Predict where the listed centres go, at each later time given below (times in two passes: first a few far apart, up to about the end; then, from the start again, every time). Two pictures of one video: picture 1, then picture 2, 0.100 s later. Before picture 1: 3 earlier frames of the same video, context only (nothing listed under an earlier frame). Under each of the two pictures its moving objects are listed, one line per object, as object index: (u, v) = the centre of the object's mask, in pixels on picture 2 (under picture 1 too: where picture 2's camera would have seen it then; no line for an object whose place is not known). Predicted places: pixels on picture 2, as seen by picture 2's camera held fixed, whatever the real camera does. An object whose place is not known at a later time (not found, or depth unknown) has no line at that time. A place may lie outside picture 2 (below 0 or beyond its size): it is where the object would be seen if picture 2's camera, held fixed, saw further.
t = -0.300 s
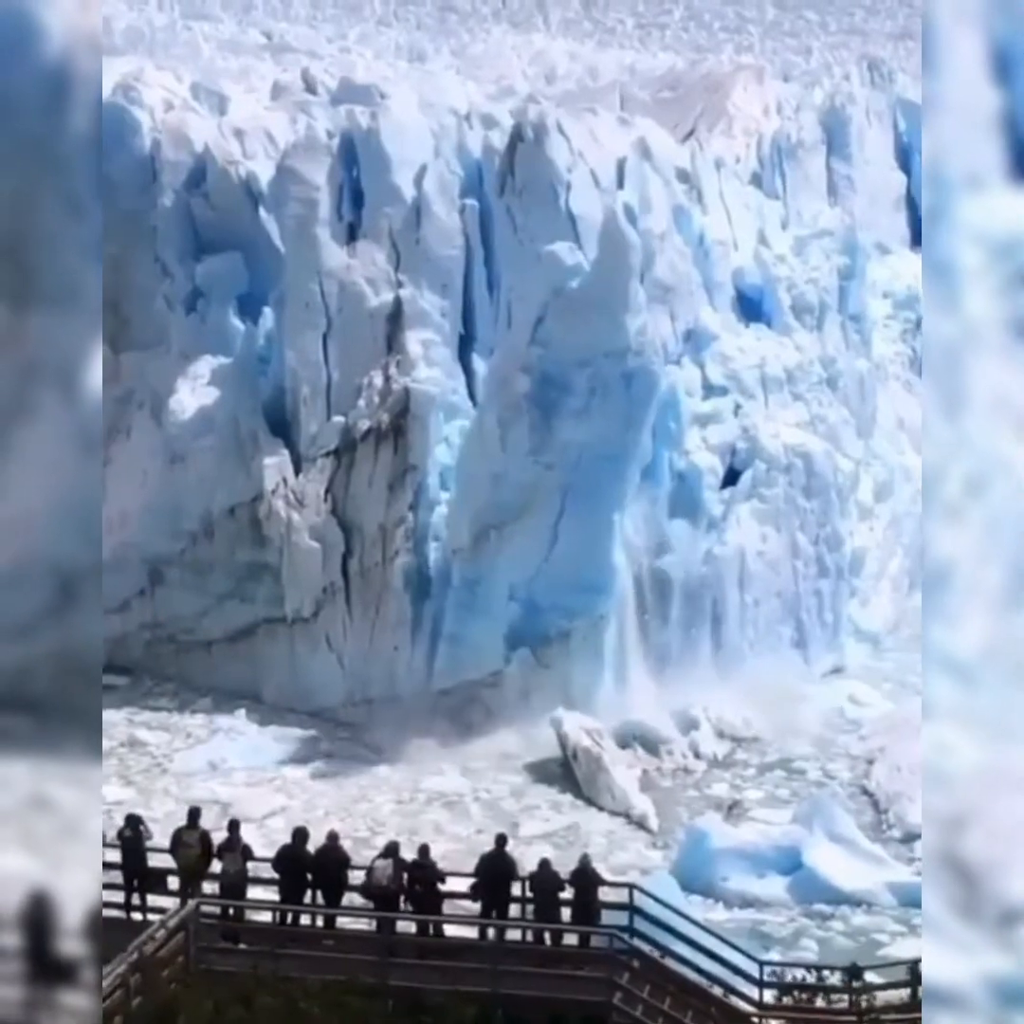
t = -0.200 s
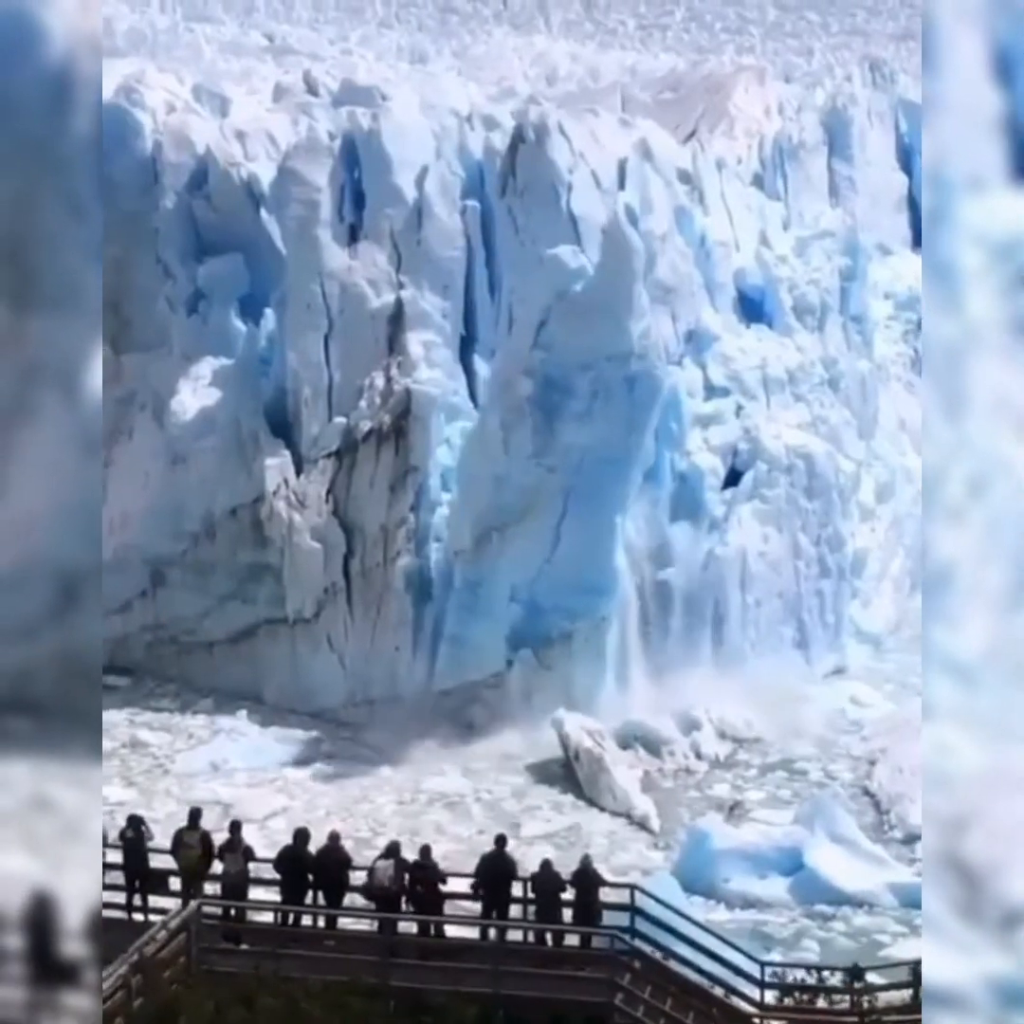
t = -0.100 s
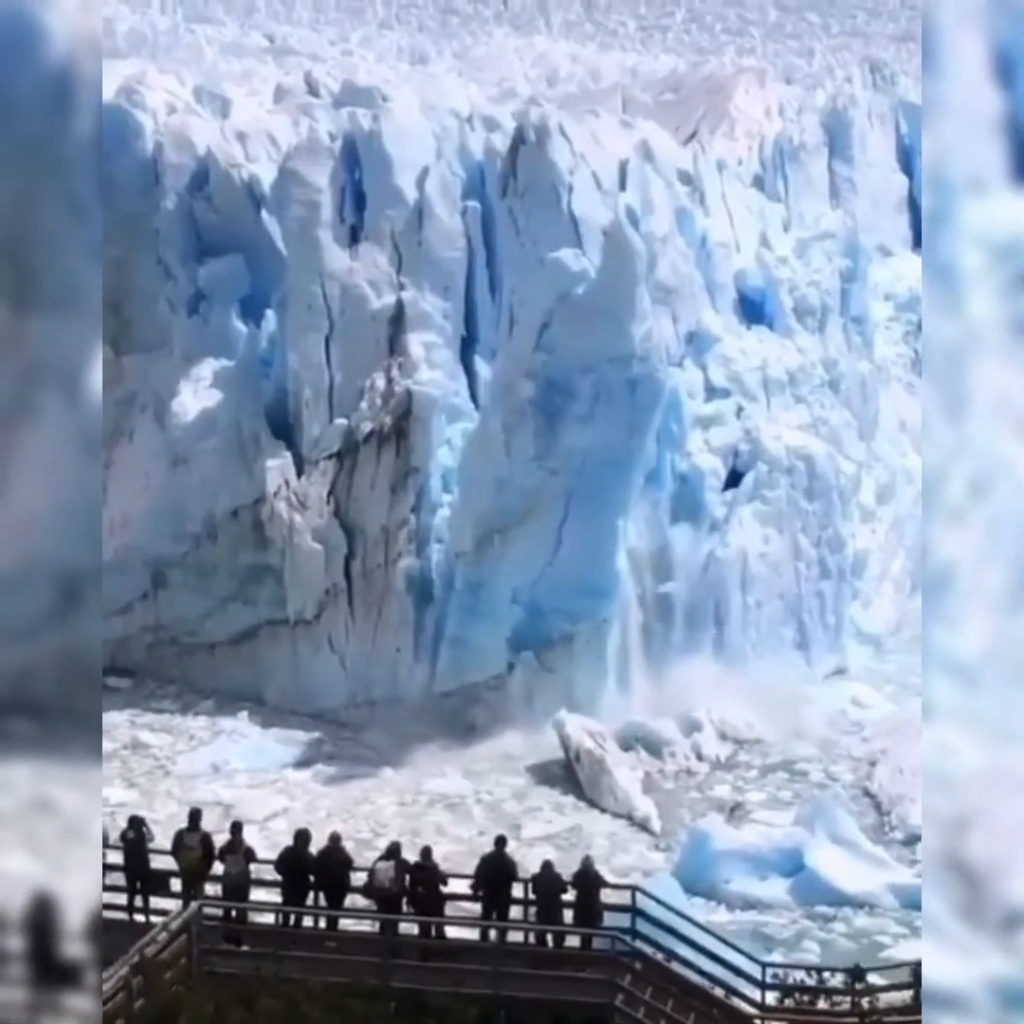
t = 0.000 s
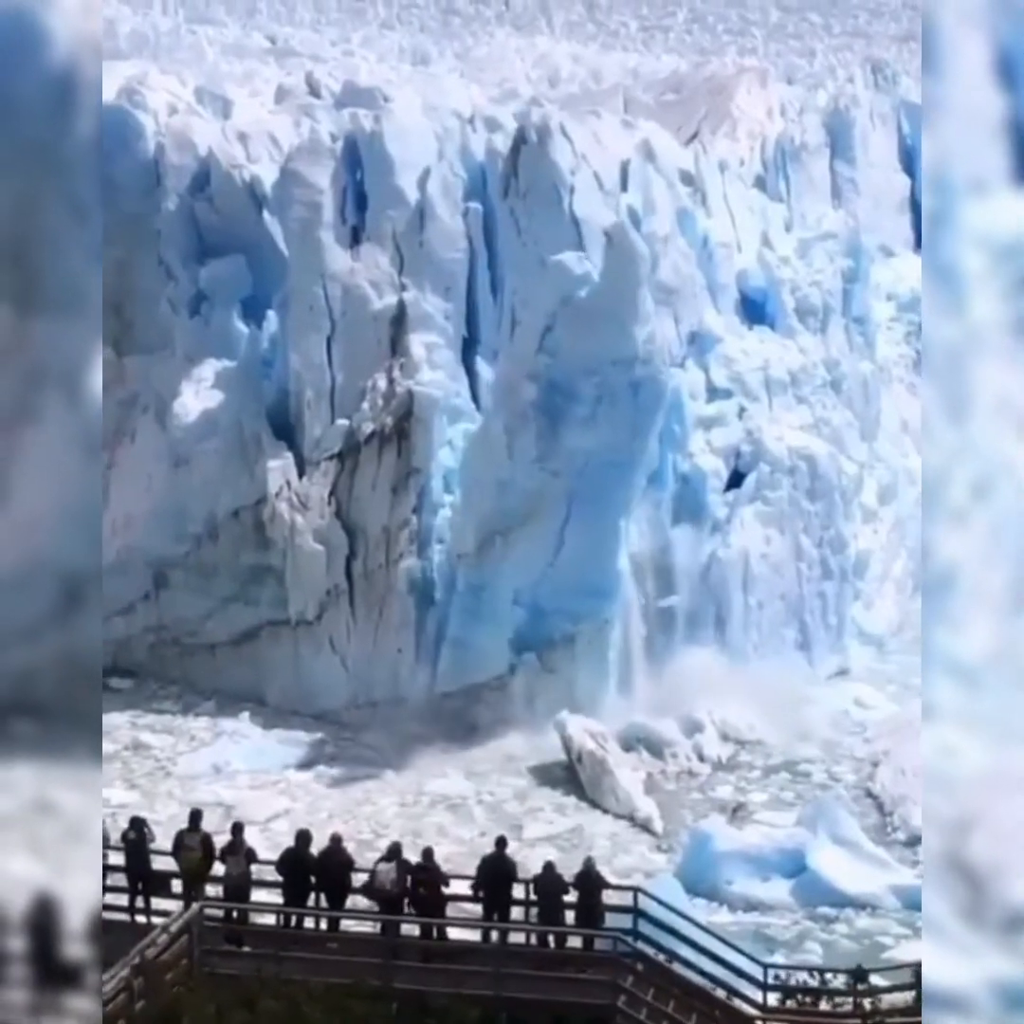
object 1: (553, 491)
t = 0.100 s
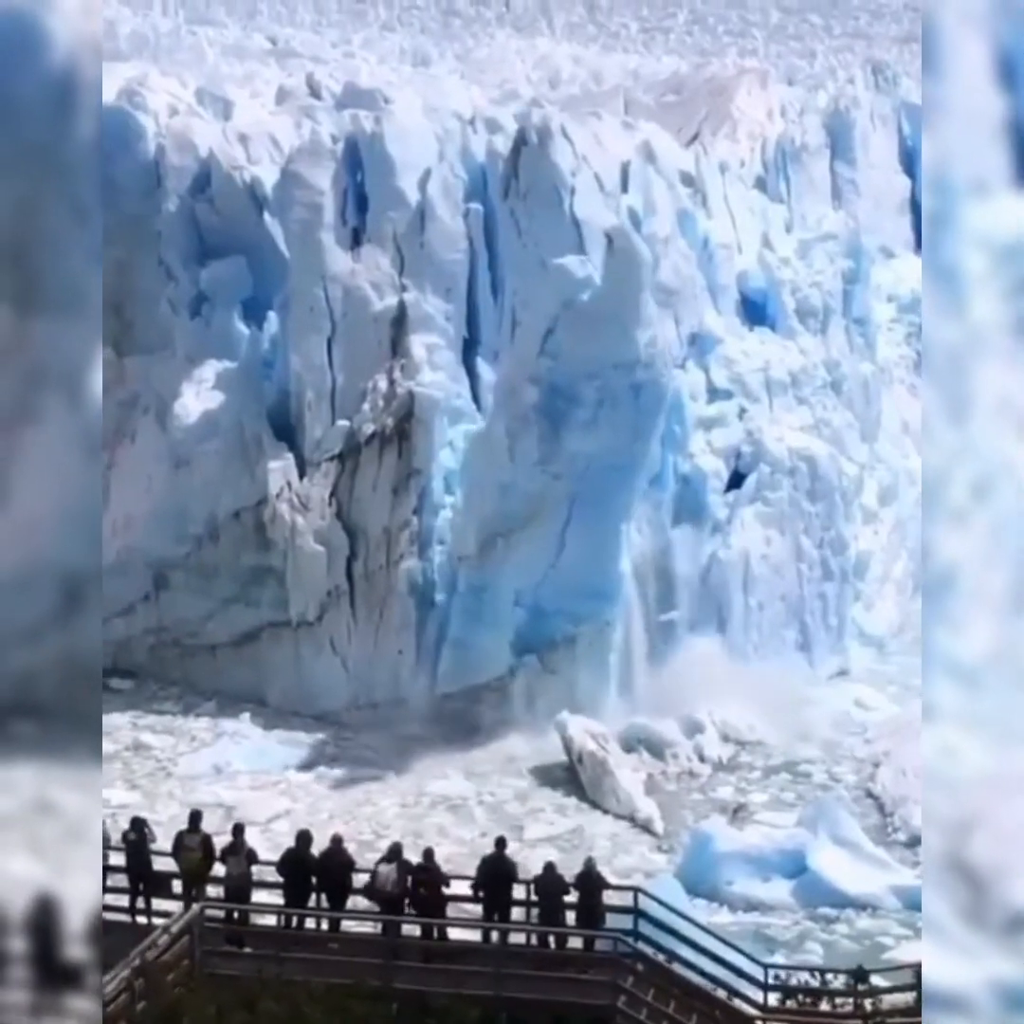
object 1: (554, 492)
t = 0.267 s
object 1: (554, 494)
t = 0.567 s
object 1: (558, 503)
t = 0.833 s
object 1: (562, 511)
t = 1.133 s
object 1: (566, 525)
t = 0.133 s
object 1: (554, 493)
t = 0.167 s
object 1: (554, 493)
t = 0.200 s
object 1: (554, 494)
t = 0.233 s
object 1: (554, 495)
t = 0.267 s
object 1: (554, 494)
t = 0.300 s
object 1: (555, 493)
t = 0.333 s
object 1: (555, 492)
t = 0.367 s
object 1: (555, 495)
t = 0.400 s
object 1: (556, 491)
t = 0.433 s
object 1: (555, 497)
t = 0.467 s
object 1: (556, 498)
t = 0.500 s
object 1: (556, 501)
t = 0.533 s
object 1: (557, 502)
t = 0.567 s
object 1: (558, 503)
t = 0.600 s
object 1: (558, 504)
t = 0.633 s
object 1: (558, 504)
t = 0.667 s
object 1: (559, 507)
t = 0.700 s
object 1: (560, 507)
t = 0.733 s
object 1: (560, 508)
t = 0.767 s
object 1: (561, 509)
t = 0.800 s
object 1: (561, 510)
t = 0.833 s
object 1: (562, 511)
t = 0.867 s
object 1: (562, 513)
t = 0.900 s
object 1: (563, 513)
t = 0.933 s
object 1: (564, 513)
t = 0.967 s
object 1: (564, 513)
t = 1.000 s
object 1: (564, 514)
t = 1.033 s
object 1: (565, 515)
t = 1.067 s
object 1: (566, 514)
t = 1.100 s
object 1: (566, 522)
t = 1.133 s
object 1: (566, 525)
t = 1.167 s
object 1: (567, 526)
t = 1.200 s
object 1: (567, 529)
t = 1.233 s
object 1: (568, 533)
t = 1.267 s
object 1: (568, 534)
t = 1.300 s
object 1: (569, 536)
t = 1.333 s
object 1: (569, 537)
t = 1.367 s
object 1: (570, 542)
